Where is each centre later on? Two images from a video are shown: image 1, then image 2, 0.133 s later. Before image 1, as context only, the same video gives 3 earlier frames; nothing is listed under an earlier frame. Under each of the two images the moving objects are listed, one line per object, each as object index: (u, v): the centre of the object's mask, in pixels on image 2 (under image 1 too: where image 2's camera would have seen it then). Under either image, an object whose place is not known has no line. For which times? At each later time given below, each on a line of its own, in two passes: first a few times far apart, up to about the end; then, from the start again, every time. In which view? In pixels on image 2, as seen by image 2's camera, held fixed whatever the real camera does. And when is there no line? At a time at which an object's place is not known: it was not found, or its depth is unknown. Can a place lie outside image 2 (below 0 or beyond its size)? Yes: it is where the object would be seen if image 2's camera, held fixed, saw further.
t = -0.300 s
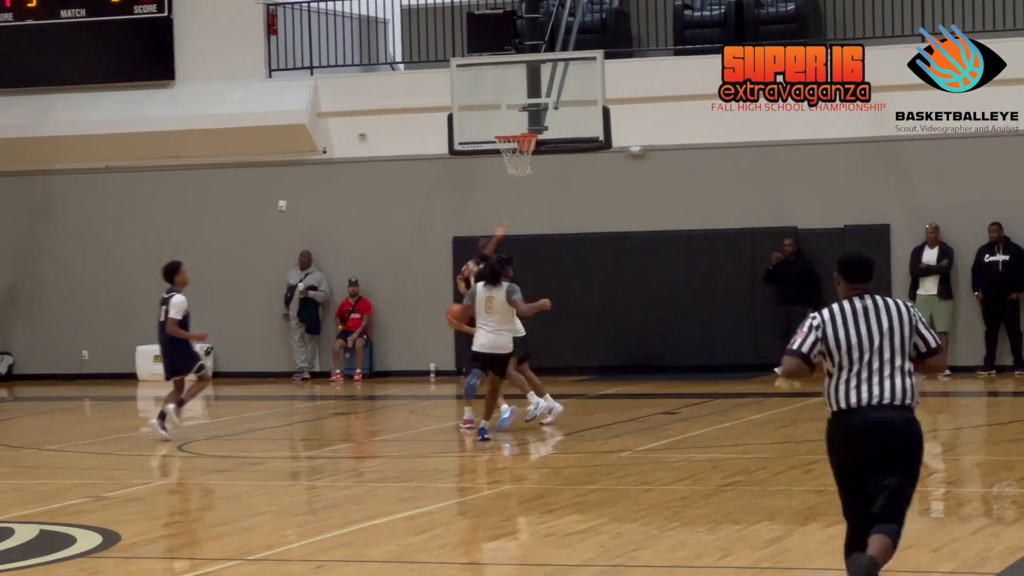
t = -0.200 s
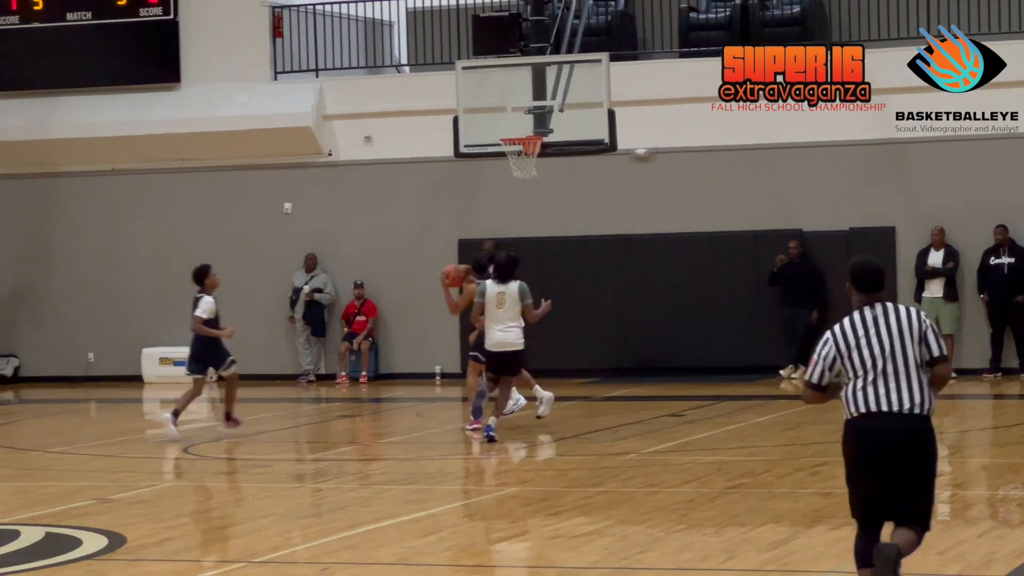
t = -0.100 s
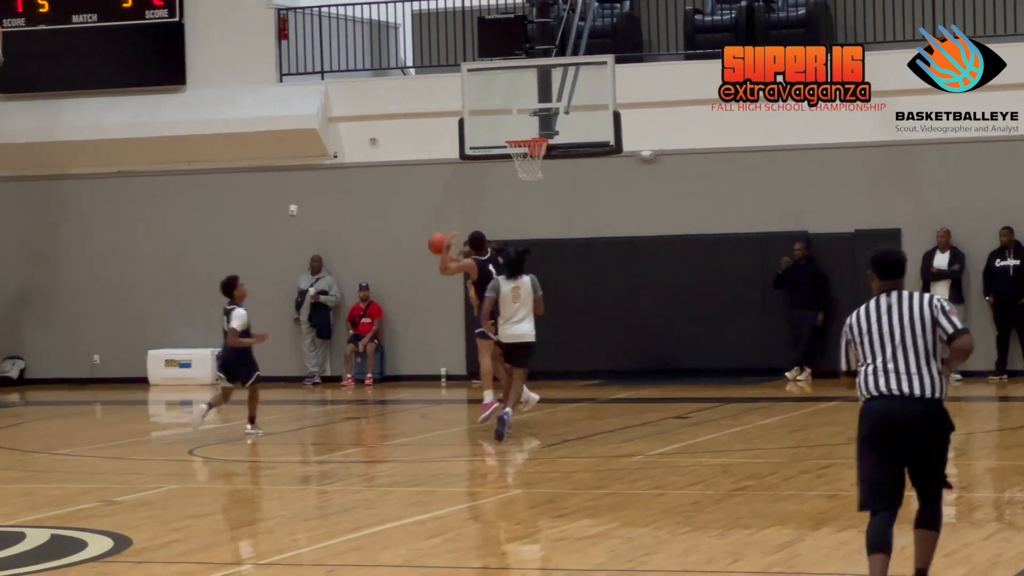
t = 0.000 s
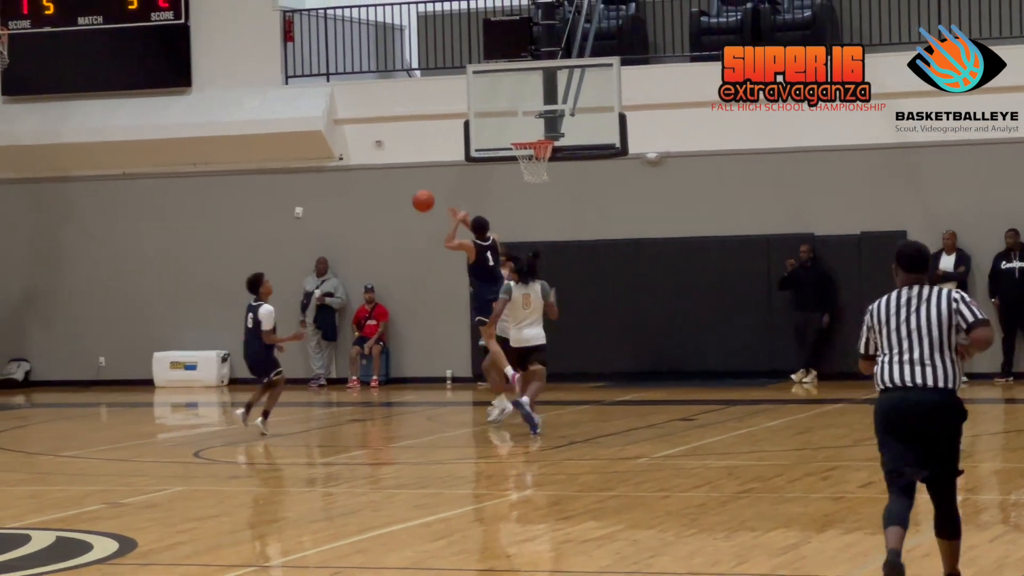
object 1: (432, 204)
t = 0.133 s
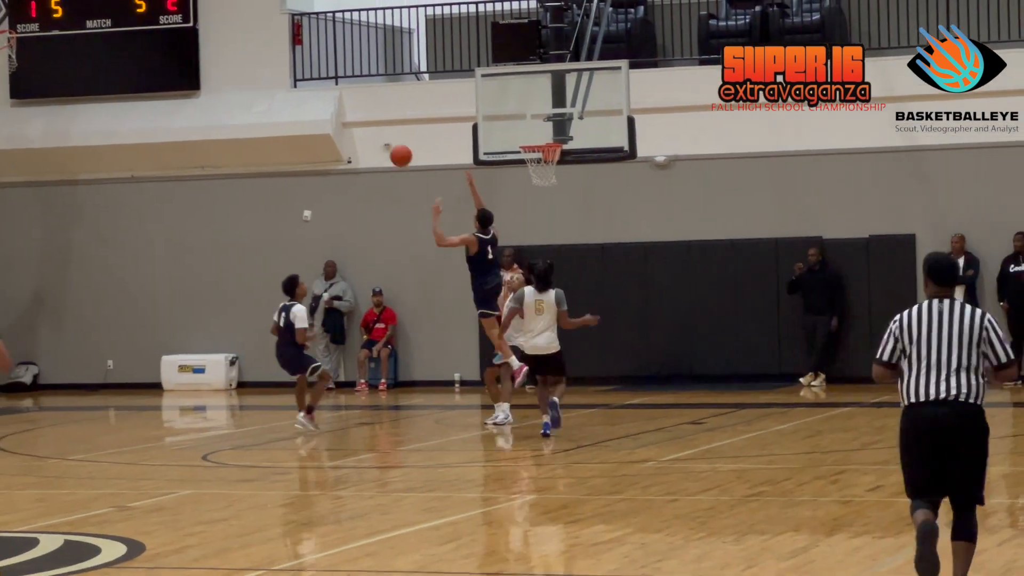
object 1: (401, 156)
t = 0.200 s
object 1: (386, 139)
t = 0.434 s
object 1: (338, 112)
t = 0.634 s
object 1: (300, 127)
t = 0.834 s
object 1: (266, 176)
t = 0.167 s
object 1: (393, 146)
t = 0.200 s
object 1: (386, 139)
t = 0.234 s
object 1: (379, 132)
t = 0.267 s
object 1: (372, 126)
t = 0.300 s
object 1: (365, 121)
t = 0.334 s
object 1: (358, 117)
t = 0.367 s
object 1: (351, 114)
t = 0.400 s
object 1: (345, 113)
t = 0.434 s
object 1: (338, 112)
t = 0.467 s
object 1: (332, 112)
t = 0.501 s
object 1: (325, 113)
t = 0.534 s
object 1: (319, 115)
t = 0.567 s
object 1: (313, 118)
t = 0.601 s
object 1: (306, 123)
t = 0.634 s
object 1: (300, 127)
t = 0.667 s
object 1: (294, 133)
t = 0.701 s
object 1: (288, 140)
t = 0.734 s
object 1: (282, 147)
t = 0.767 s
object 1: (277, 156)
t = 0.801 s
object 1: (271, 166)
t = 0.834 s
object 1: (266, 176)
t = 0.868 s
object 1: (260, 187)
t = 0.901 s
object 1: (254, 199)
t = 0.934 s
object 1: (249, 211)
